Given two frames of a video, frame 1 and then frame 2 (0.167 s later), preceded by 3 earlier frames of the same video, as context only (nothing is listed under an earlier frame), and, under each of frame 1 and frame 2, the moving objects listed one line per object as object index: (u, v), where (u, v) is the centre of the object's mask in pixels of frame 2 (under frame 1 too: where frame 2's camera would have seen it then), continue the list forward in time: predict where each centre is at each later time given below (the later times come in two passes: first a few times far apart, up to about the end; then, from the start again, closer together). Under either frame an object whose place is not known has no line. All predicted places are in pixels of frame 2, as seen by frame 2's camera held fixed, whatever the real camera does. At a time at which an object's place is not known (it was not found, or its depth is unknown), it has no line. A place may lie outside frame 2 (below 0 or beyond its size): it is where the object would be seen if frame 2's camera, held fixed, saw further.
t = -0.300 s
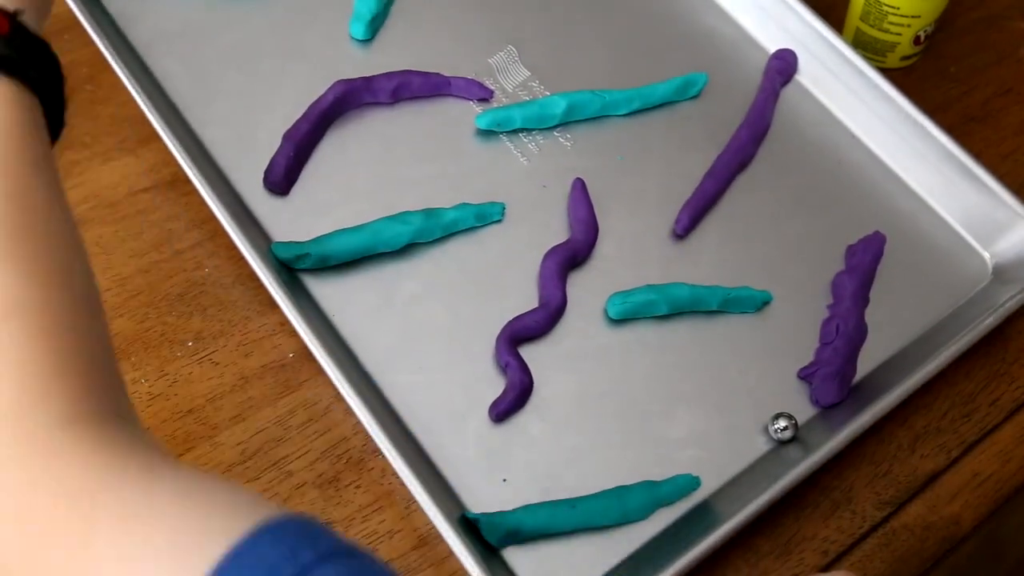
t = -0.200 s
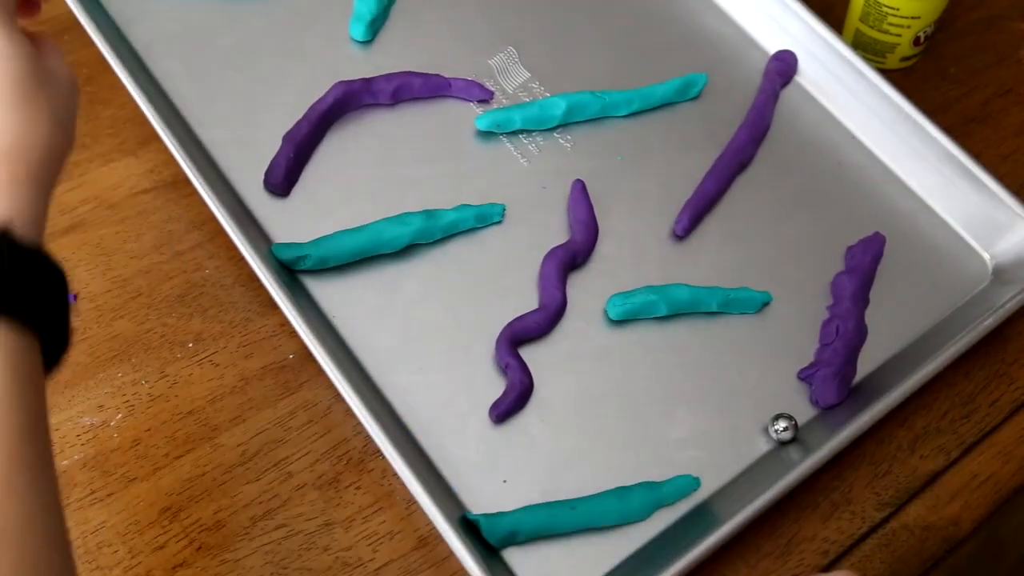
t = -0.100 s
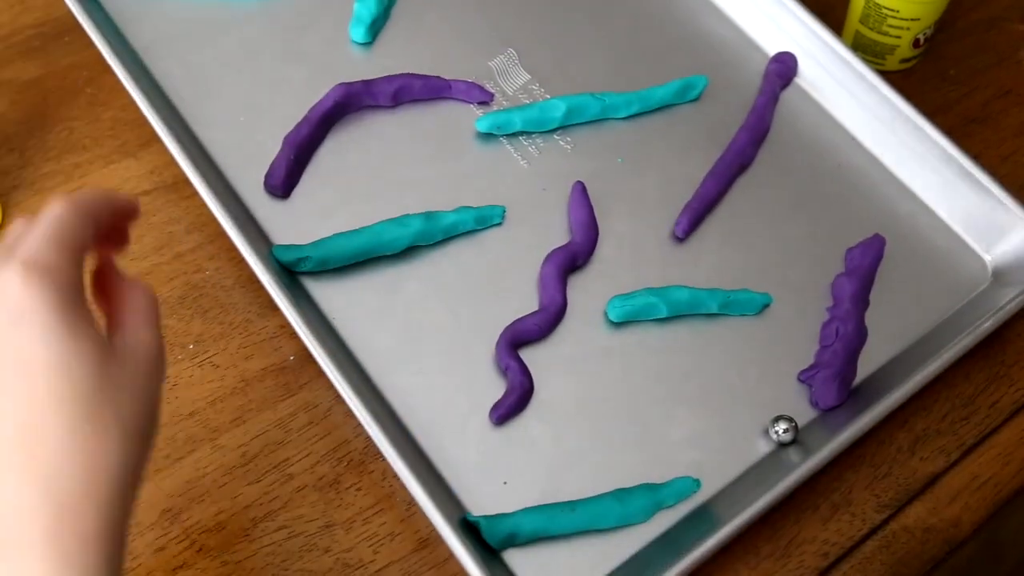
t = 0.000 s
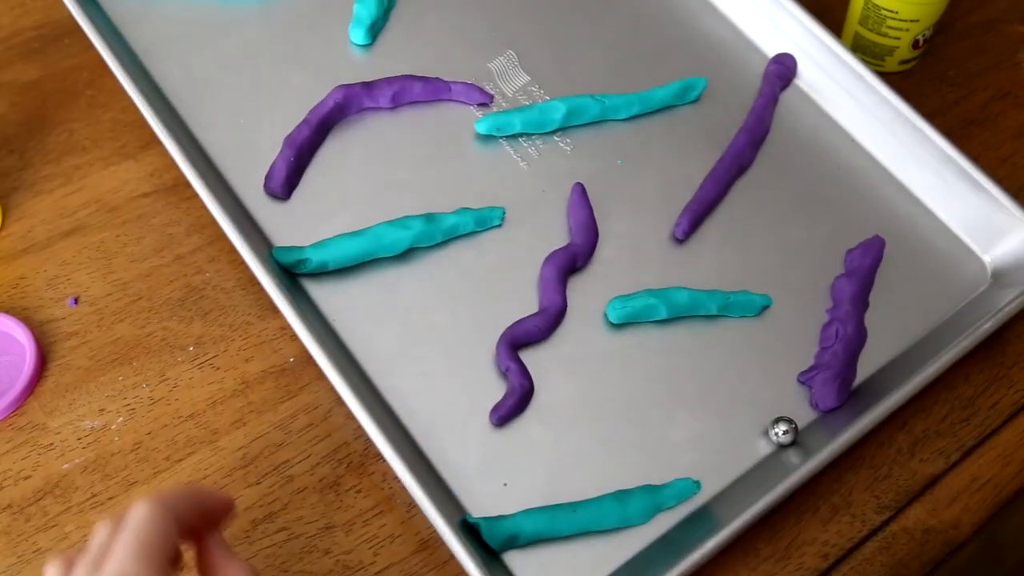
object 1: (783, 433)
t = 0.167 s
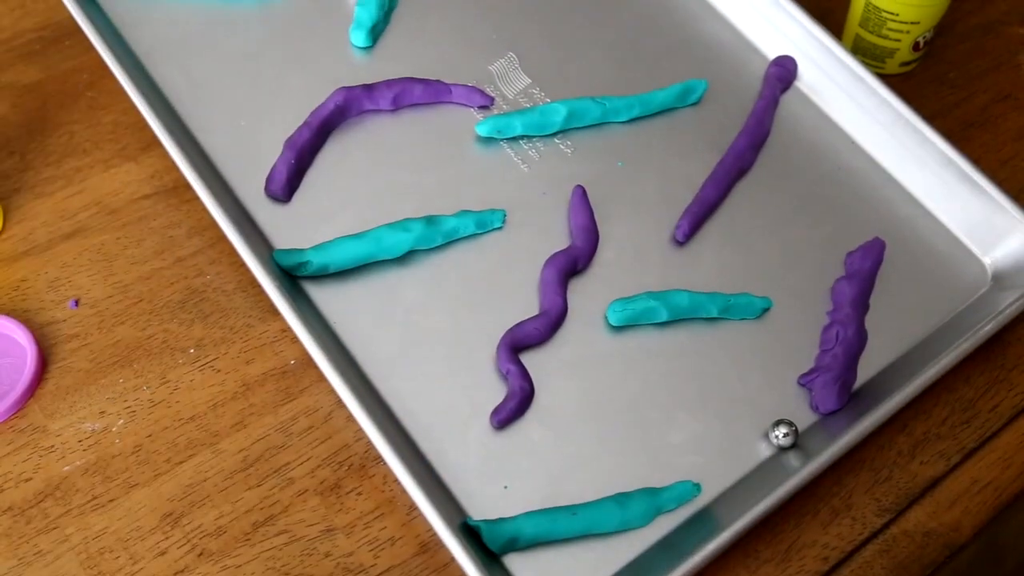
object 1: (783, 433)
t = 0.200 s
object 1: (783, 433)
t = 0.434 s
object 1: (783, 433)
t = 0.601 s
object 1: (783, 433)
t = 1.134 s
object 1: (783, 433)
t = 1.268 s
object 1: (783, 433)
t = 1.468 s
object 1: (783, 433)
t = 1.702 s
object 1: (783, 433)
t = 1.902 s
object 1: (783, 433)
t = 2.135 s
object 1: (783, 433)
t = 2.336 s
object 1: (783, 433)
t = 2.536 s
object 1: (783, 433)
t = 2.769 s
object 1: (783, 433)
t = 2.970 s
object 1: (783, 433)
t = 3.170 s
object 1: (783, 433)
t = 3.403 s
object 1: (783, 433)
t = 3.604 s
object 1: (802, 418)
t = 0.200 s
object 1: (783, 433)
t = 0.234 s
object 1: (783, 433)
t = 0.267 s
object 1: (783, 433)
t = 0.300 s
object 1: (783, 433)
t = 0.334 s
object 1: (783, 433)
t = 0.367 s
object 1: (783, 433)
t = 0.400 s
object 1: (783, 433)
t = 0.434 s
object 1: (783, 433)
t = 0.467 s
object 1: (783, 433)
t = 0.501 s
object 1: (783, 433)
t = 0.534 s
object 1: (783, 433)
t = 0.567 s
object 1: (783, 433)
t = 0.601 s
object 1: (783, 433)
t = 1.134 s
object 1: (783, 433)
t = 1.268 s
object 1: (783, 433)
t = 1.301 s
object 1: (783, 433)
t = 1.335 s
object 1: (783, 433)
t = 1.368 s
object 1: (783, 433)
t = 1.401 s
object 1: (783, 433)
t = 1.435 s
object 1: (783, 433)
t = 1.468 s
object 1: (783, 433)
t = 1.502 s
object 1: (783, 433)
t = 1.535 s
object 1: (783, 433)
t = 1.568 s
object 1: (783, 433)
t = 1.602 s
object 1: (783, 433)
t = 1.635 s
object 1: (783, 433)
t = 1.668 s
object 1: (783, 433)
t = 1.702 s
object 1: (783, 433)
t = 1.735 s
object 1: (783, 433)
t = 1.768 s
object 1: (783, 433)
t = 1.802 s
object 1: (783, 433)
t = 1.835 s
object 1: (783, 433)
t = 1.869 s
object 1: (783, 433)
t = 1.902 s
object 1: (783, 433)
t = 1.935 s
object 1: (783, 433)
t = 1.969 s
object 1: (783, 433)
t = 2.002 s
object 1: (783, 433)
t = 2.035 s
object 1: (783, 433)
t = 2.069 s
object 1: (783, 433)
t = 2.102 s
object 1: (783, 433)
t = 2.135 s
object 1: (783, 433)
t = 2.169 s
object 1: (783, 433)
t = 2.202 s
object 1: (783, 433)
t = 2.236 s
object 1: (783, 433)
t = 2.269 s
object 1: (783, 433)
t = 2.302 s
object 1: (783, 433)
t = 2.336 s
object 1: (783, 433)
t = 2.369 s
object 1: (783, 433)
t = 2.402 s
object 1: (783, 433)
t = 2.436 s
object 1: (783, 433)
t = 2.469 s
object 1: (783, 433)
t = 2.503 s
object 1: (783, 433)
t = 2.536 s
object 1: (783, 433)
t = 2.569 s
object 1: (783, 433)
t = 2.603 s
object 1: (783, 433)
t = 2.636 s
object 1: (783, 433)
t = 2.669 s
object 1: (783, 433)
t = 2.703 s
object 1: (783, 433)
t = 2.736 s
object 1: (783, 433)
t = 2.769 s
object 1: (783, 433)
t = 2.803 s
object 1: (783, 433)
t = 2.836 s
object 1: (783, 433)
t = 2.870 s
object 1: (783, 433)
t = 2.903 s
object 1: (783, 433)
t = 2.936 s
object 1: (783, 433)
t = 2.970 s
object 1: (783, 433)
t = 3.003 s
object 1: (783, 433)
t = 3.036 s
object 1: (783, 433)
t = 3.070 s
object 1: (783, 433)
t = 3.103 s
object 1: (783, 433)
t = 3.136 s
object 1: (783, 433)
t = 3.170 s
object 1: (783, 433)
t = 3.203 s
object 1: (783, 433)
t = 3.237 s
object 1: (783, 433)
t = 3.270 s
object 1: (783, 433)
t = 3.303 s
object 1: (783, 433)
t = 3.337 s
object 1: (783, 433)
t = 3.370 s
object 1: (783, 433)
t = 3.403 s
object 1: (783, 433)
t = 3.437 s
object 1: (783, 433)
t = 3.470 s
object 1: (783, 433)
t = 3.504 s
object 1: (783, 433)
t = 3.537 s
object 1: (783, 433)
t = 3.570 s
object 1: (792, 426)
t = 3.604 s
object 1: (802, 418)
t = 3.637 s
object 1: (812, 412)
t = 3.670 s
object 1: (810, 412)
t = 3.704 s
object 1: (809, 413)
